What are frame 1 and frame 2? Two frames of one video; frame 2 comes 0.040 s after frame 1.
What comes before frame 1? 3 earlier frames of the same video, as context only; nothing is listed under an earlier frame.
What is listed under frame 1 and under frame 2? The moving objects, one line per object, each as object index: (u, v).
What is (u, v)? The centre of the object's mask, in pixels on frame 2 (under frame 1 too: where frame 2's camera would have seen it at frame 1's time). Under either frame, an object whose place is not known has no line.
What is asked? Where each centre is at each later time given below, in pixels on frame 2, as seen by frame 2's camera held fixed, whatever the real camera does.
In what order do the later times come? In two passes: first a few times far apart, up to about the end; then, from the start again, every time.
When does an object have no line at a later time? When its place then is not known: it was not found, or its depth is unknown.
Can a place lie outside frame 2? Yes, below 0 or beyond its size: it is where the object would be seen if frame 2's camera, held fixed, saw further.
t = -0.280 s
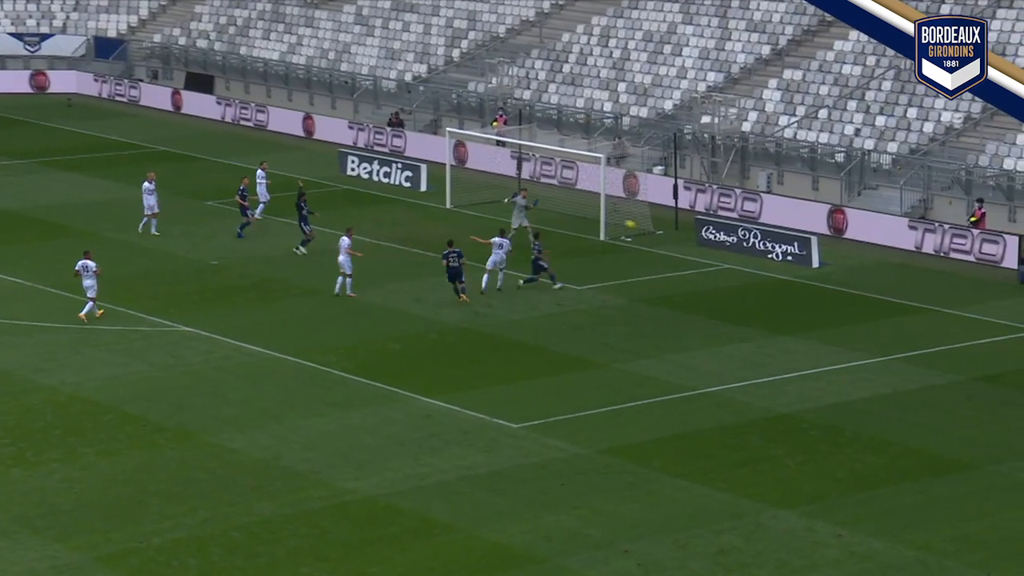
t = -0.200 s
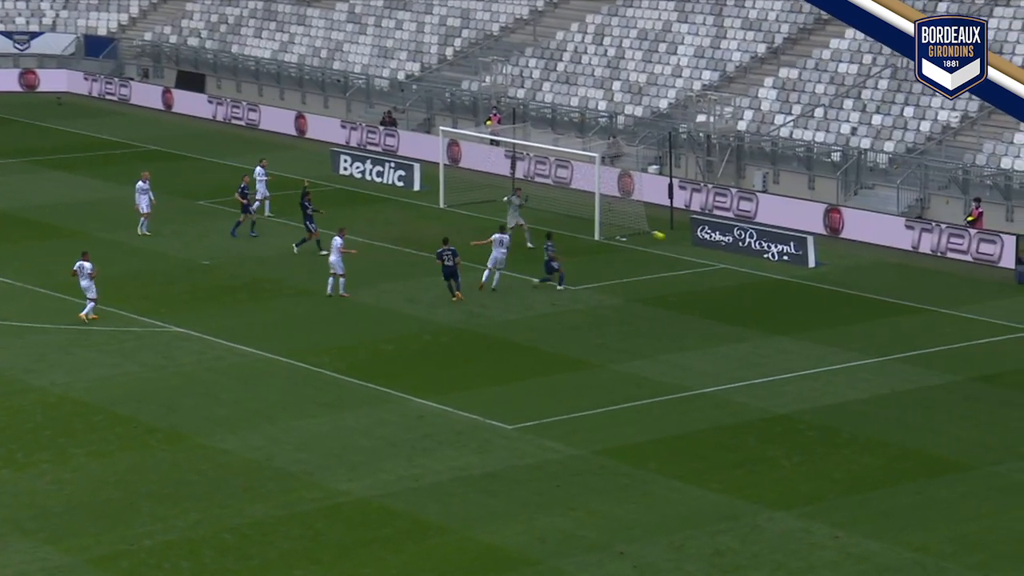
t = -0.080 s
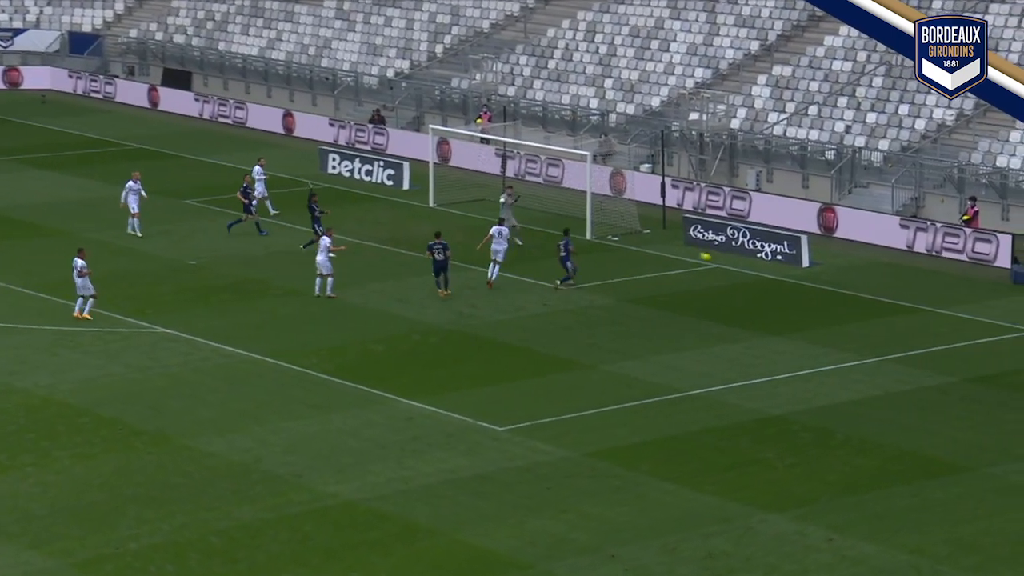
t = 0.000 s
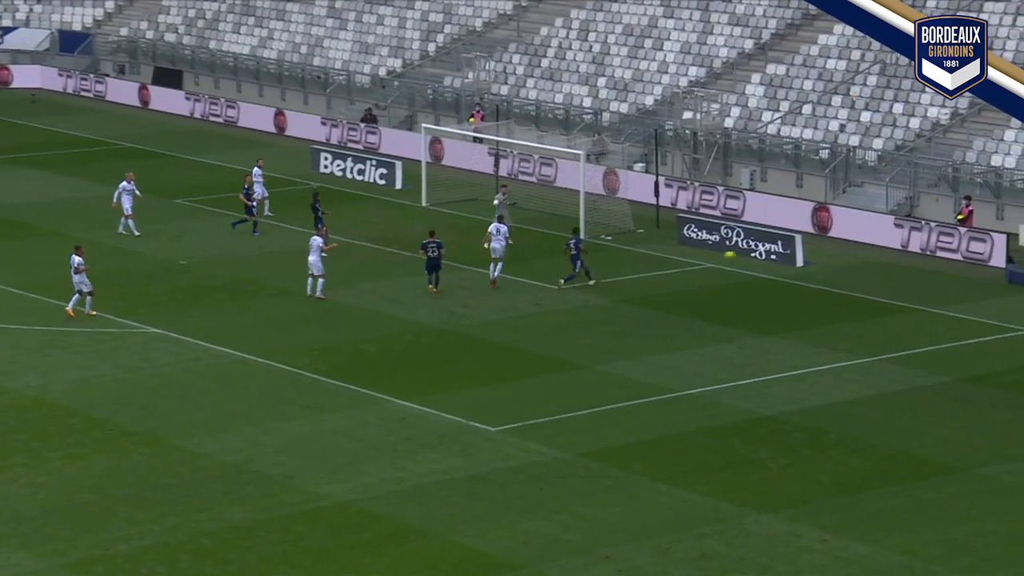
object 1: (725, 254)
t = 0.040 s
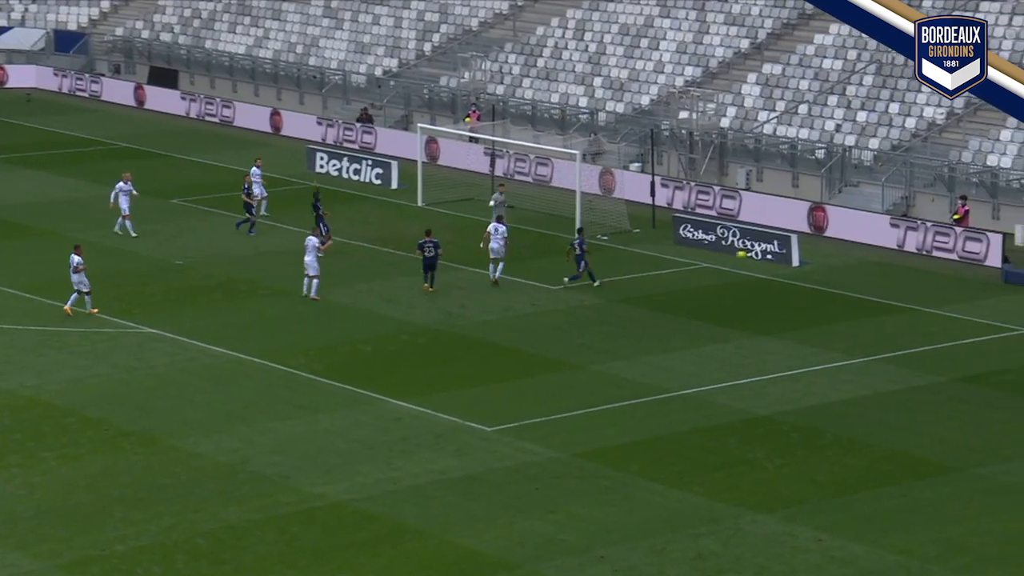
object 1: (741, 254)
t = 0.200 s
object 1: (805, 261)
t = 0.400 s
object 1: (887, 283)
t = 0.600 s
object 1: (951, 289)
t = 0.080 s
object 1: (757, 255)
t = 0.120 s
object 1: (773, 256)
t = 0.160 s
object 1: (789, 258)
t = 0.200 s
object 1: (805, 261)
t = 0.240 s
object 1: (821, 263)
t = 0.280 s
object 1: (837, 267)
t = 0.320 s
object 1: (853, 272)
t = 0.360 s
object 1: (870, 277)
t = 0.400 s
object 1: (887, 283)
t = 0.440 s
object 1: (903, 290)
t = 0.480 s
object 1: (916, 290)
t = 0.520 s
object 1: (928, 288)
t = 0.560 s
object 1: (939, 289)
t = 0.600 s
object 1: (951, 289)
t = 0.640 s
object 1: (963, 290)
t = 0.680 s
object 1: (975, 292)
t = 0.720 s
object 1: (986, 295)
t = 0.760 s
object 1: (998, 298)
